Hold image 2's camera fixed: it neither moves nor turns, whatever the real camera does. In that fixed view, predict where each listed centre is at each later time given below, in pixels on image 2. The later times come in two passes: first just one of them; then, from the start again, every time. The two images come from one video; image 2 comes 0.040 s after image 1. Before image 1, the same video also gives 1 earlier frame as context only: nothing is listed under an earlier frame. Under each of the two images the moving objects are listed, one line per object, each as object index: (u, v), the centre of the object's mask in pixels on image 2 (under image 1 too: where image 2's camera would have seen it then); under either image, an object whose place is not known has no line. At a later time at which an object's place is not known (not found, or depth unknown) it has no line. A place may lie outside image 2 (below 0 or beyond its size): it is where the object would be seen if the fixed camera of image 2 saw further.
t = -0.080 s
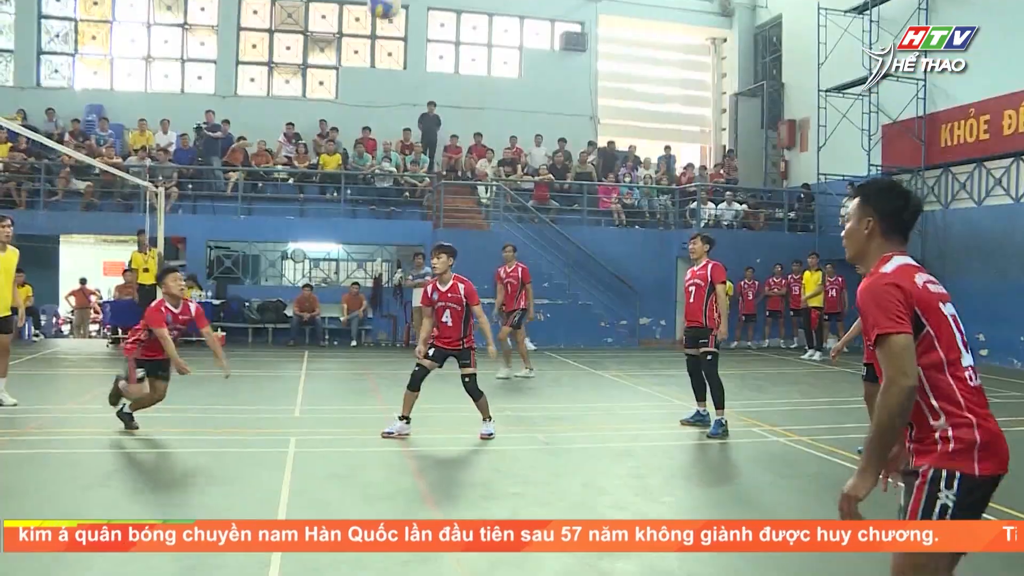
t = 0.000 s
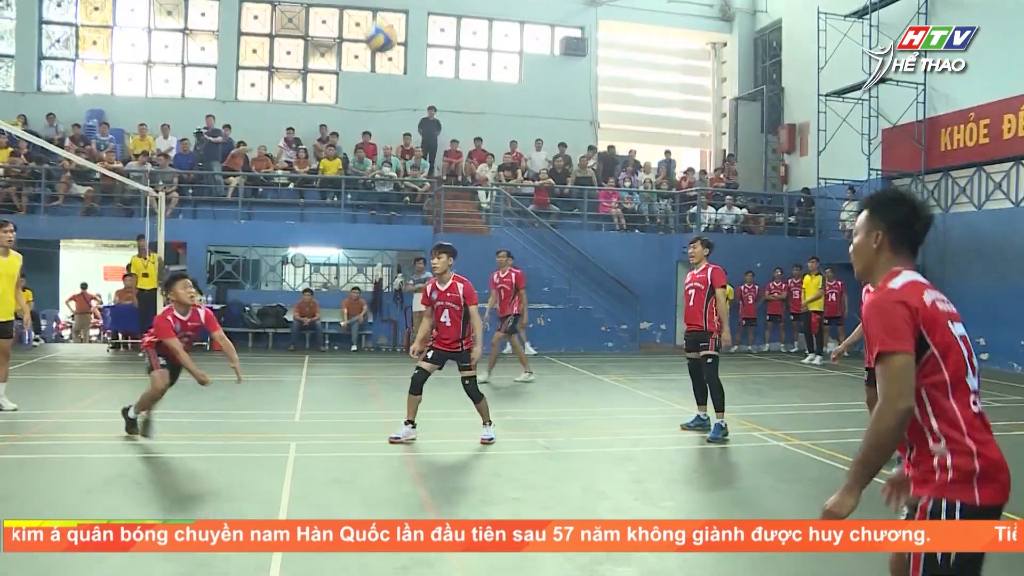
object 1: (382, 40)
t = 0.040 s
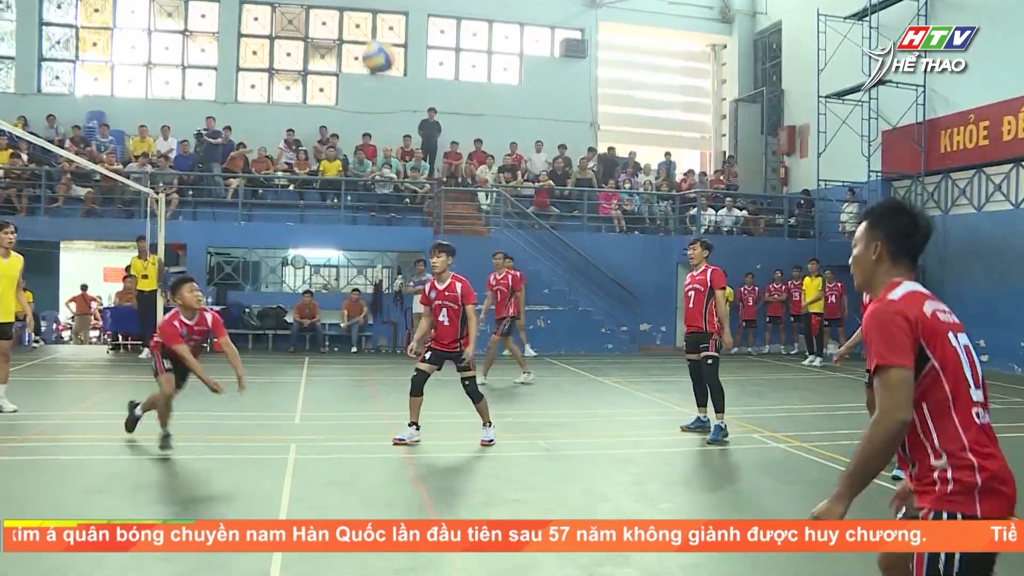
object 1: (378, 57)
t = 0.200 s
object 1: (369, 161)
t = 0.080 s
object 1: (375, 81)
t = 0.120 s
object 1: (374, 102)
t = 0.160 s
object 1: (372, 131)
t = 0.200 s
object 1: (369, 161)
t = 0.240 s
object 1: (365, 196)
